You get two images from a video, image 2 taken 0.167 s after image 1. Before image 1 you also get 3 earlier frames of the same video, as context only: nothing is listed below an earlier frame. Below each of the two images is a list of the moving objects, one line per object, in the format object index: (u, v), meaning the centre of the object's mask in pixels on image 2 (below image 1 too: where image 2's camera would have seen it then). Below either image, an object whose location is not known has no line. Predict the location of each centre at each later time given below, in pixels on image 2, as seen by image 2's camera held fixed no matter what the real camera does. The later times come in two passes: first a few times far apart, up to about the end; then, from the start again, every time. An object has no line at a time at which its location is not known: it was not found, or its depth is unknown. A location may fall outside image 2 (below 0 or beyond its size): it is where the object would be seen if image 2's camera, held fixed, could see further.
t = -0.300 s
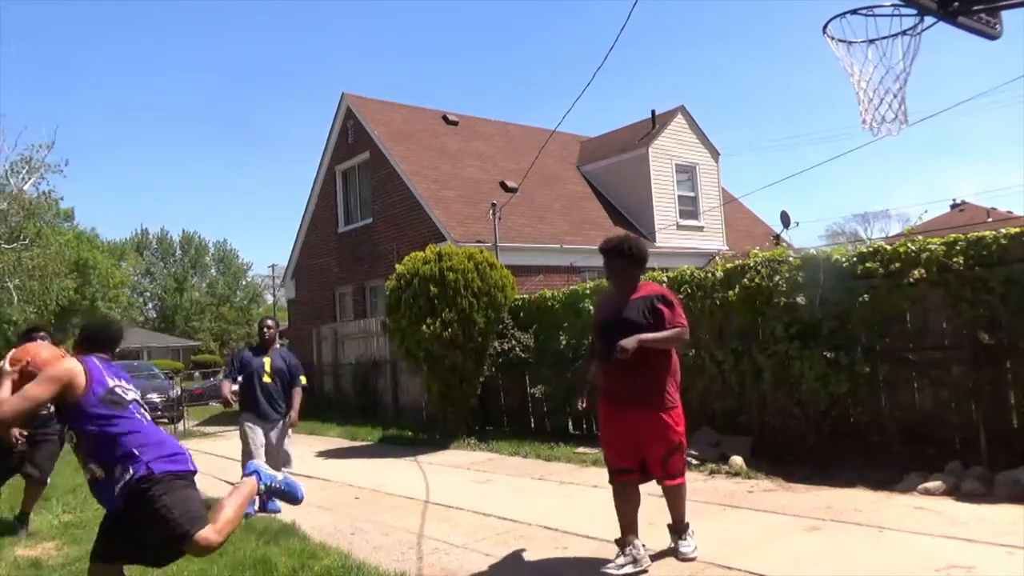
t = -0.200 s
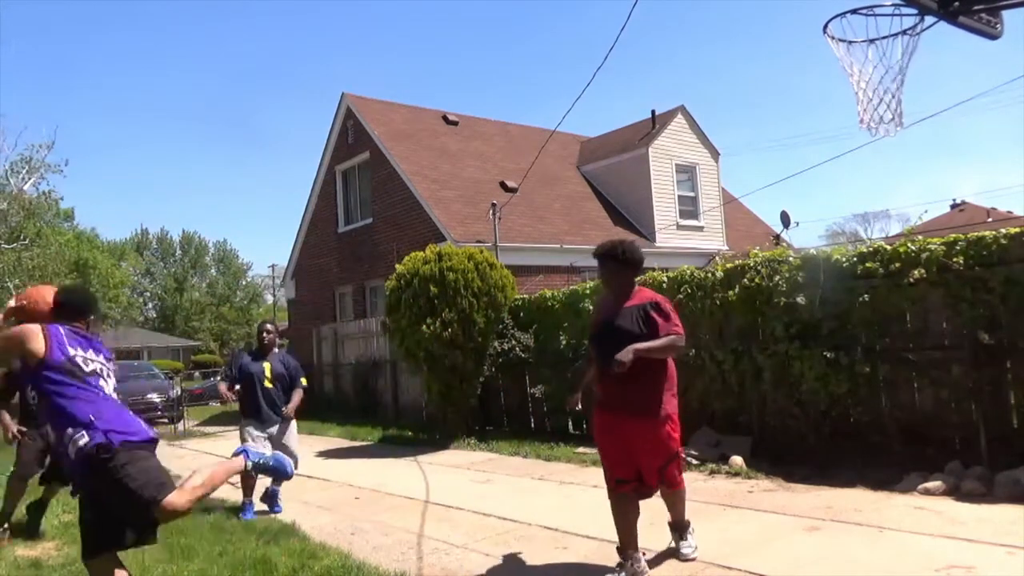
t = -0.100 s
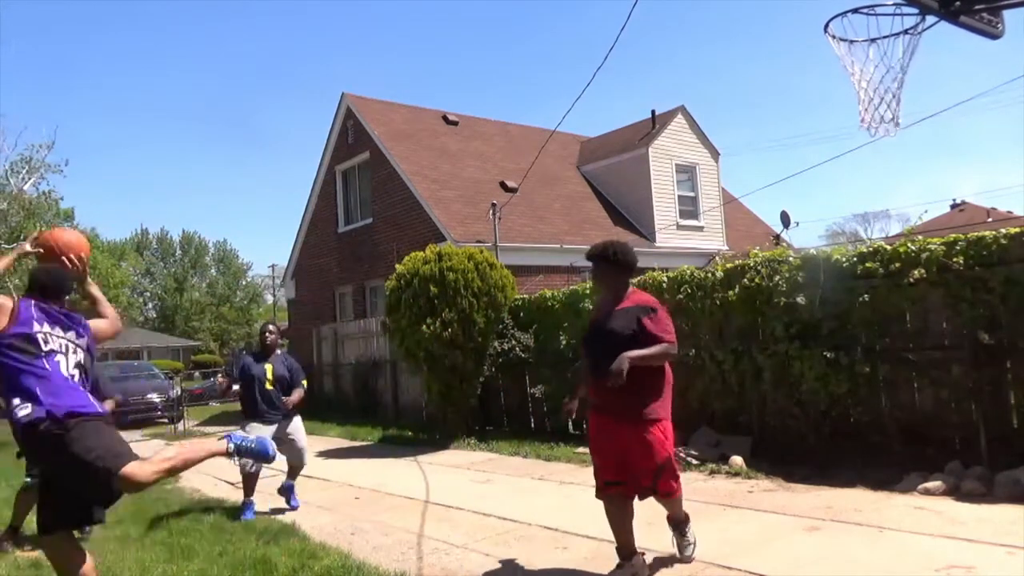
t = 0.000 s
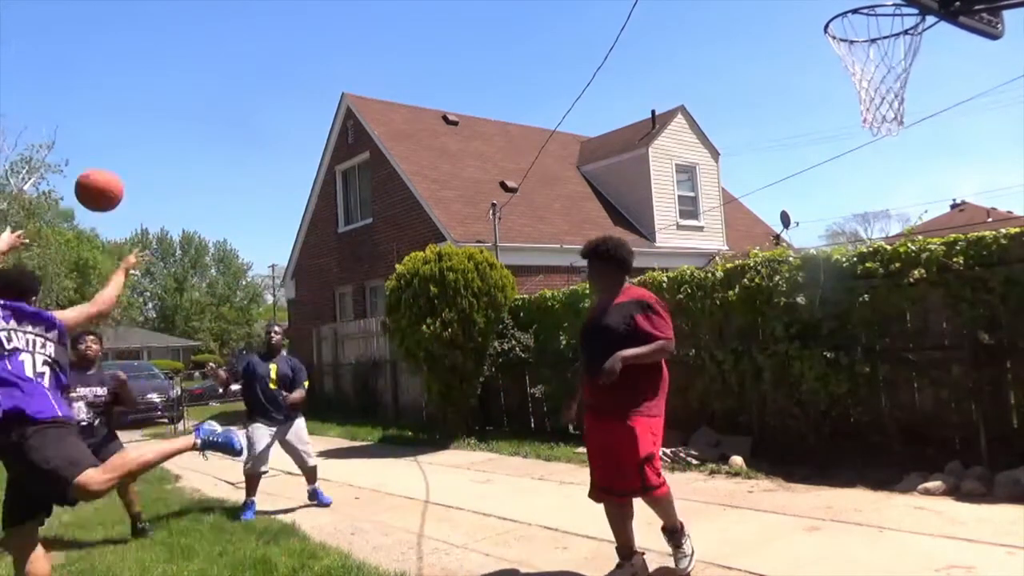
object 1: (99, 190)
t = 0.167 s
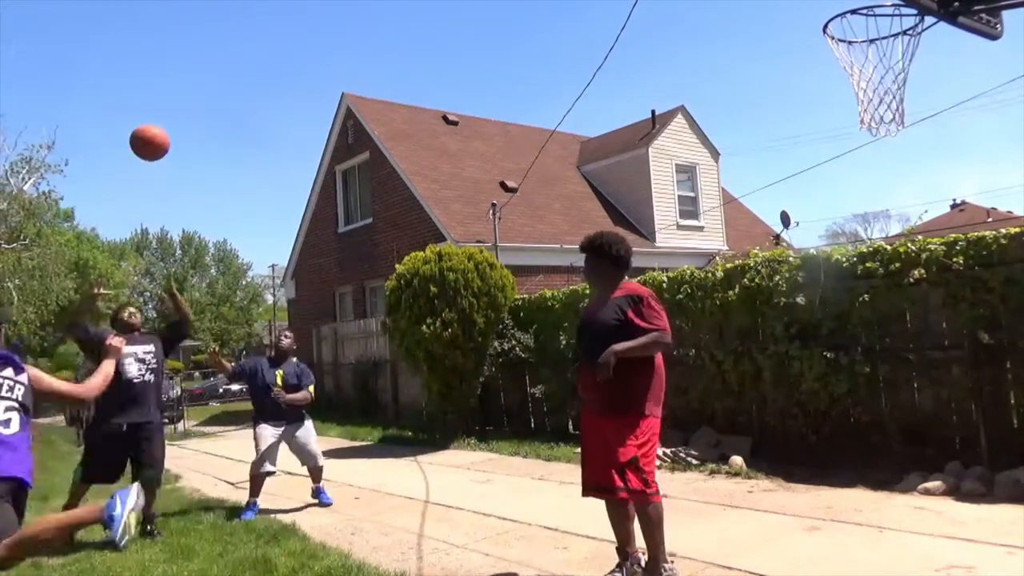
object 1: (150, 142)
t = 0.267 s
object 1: (174, 137)
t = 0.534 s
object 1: (223, 179)
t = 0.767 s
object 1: (256, 258)
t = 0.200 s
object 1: (158, 139)
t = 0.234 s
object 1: (166, 137)
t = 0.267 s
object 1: (174, 137)
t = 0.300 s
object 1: (181, 139)
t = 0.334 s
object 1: (188, 141)
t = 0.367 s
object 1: (194, 145)
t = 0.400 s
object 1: (200, 150)
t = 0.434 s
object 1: (206, 156)
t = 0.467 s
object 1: (212, 163)
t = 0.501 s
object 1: (217, 170)
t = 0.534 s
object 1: (223, 179)
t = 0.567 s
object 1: (228, 188)
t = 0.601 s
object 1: (233, 199)
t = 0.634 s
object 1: (238, 209)
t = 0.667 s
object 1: (242, 220)
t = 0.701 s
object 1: (247, 232)
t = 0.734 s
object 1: (252, 244)
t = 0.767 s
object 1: (256, 258)
